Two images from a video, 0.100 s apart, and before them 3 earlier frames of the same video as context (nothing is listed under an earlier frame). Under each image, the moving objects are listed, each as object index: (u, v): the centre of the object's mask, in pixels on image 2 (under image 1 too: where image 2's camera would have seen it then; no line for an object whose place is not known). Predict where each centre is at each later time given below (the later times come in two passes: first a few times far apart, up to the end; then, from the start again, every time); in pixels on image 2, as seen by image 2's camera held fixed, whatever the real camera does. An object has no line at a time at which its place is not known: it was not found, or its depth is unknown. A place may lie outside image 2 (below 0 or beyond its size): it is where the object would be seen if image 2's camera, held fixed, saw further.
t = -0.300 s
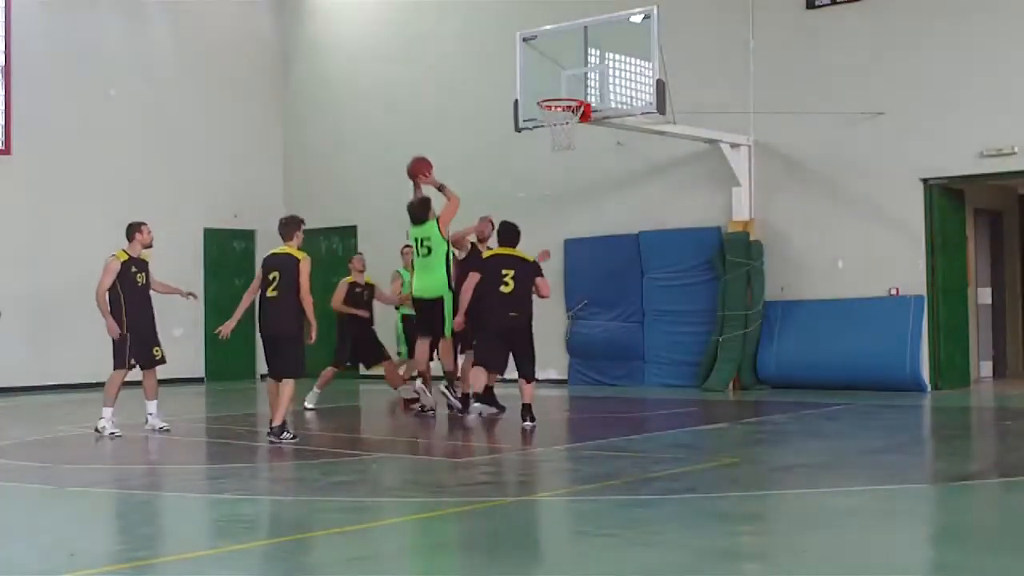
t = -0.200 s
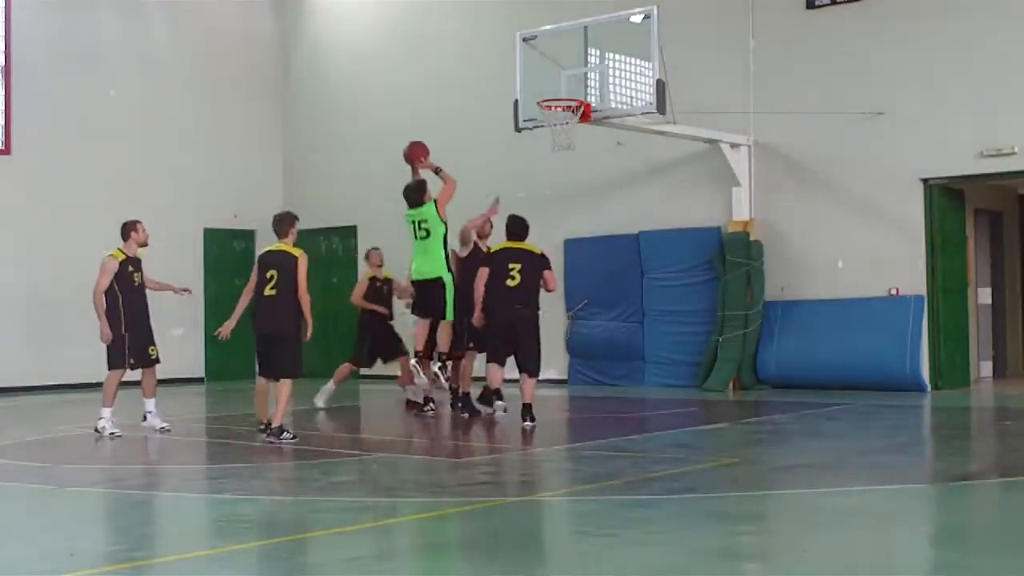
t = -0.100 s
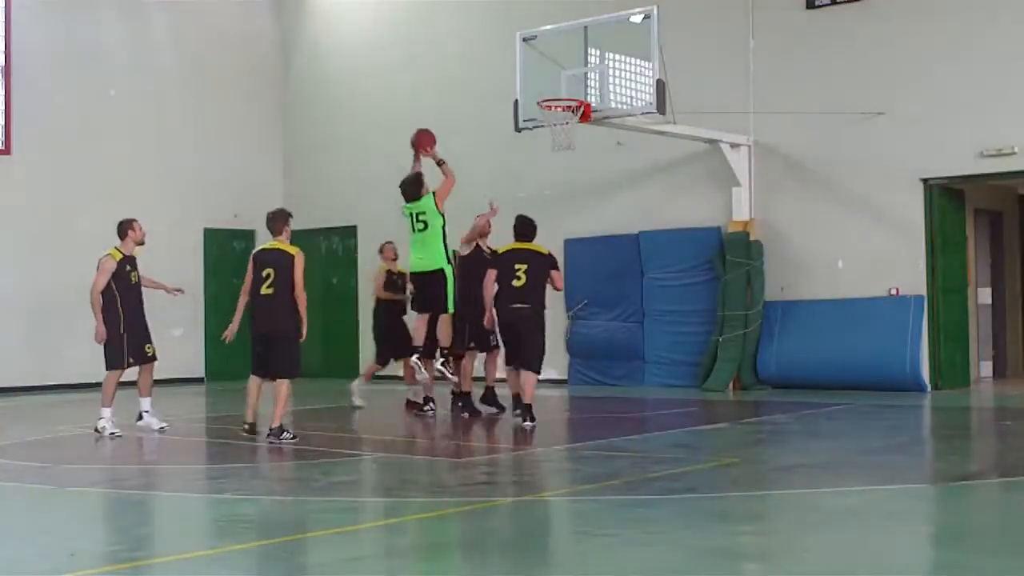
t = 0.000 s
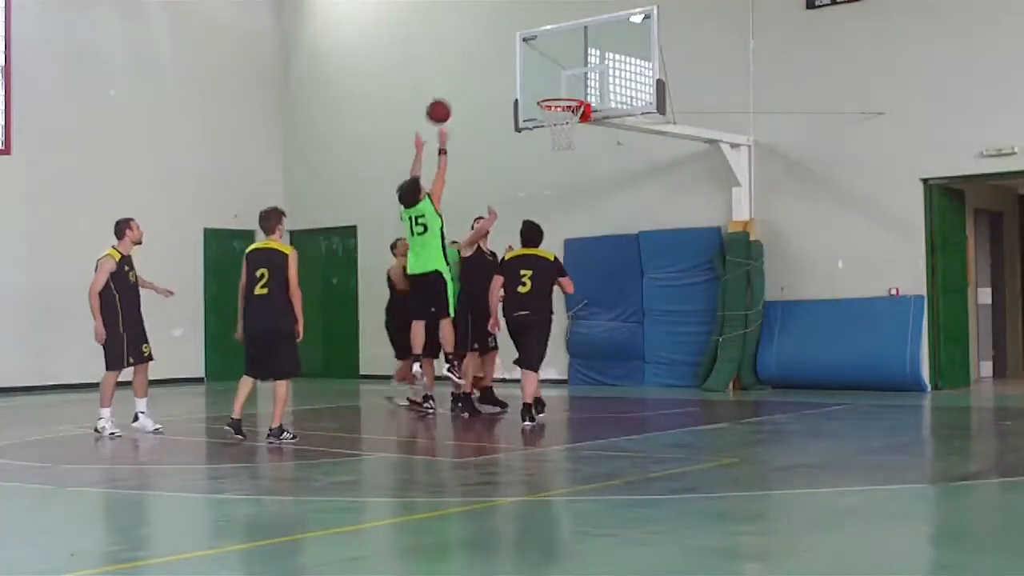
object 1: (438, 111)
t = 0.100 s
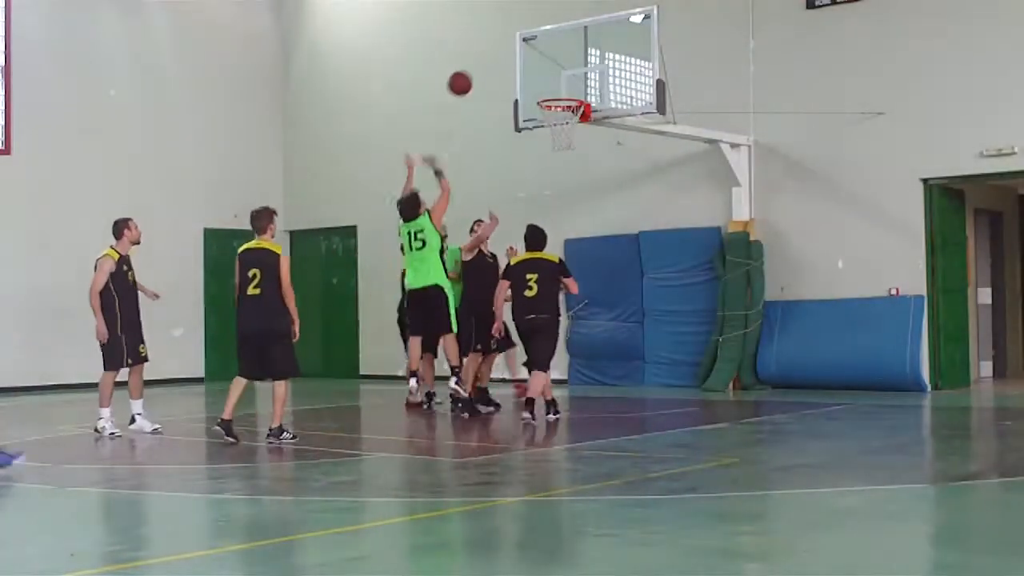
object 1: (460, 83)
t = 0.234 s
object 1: (487, 63)
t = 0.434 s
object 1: (526, 65)
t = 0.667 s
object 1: (565, 106)
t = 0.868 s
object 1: (563, 118)
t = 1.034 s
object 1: (559, 136)
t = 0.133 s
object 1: (466, 76)
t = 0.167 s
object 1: (473, 71)
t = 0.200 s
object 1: (480, 66)
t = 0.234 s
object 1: (487, 63)
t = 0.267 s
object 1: (494, 60)
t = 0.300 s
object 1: (501, 59)
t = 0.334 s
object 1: (507, 59)
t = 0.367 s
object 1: (514, 60)
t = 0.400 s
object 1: (520, 62)
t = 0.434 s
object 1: (526, 65)
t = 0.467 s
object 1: (533, 69)
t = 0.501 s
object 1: (540, 74)
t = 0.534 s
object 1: (546, 81)
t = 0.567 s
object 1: (552, 88)
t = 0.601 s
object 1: (559, 95)
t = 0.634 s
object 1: (563, 102)
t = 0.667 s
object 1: (565, 106)
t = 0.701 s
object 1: (565, 109)
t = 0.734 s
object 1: (565, 111)
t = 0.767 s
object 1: (564, 113)
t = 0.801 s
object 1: (564, 116)
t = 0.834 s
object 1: (564, 117)
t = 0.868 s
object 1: (563, 118)
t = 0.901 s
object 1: (562, 119)
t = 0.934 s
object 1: (560, 124)
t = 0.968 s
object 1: (559, 128)
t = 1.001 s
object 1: (559, 133)
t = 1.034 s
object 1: (559, 136)
